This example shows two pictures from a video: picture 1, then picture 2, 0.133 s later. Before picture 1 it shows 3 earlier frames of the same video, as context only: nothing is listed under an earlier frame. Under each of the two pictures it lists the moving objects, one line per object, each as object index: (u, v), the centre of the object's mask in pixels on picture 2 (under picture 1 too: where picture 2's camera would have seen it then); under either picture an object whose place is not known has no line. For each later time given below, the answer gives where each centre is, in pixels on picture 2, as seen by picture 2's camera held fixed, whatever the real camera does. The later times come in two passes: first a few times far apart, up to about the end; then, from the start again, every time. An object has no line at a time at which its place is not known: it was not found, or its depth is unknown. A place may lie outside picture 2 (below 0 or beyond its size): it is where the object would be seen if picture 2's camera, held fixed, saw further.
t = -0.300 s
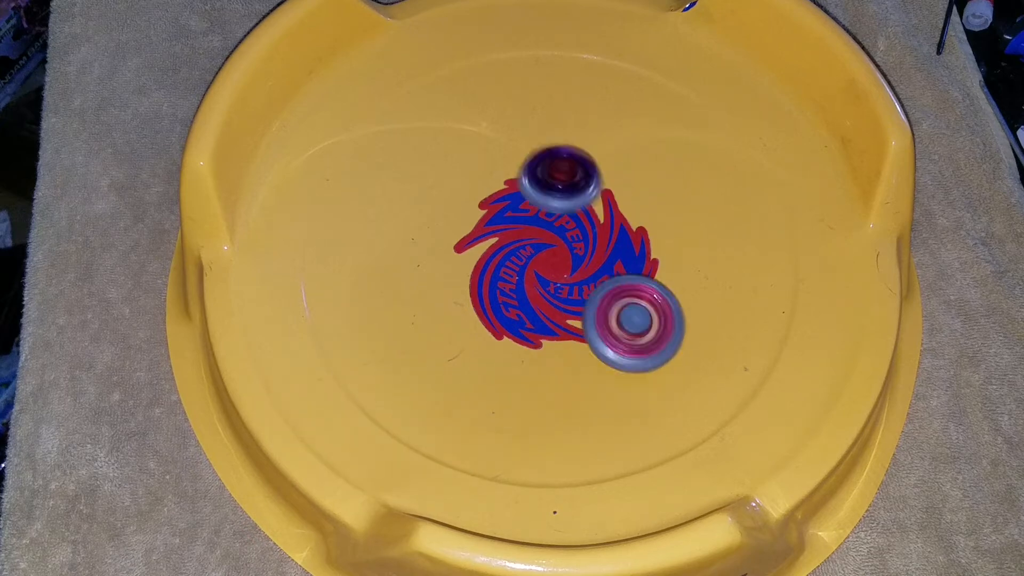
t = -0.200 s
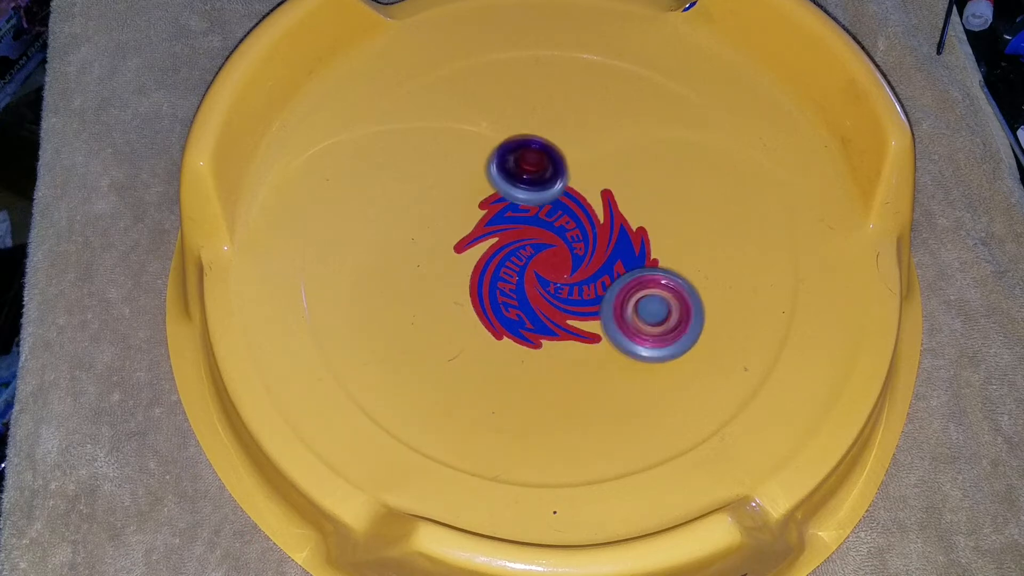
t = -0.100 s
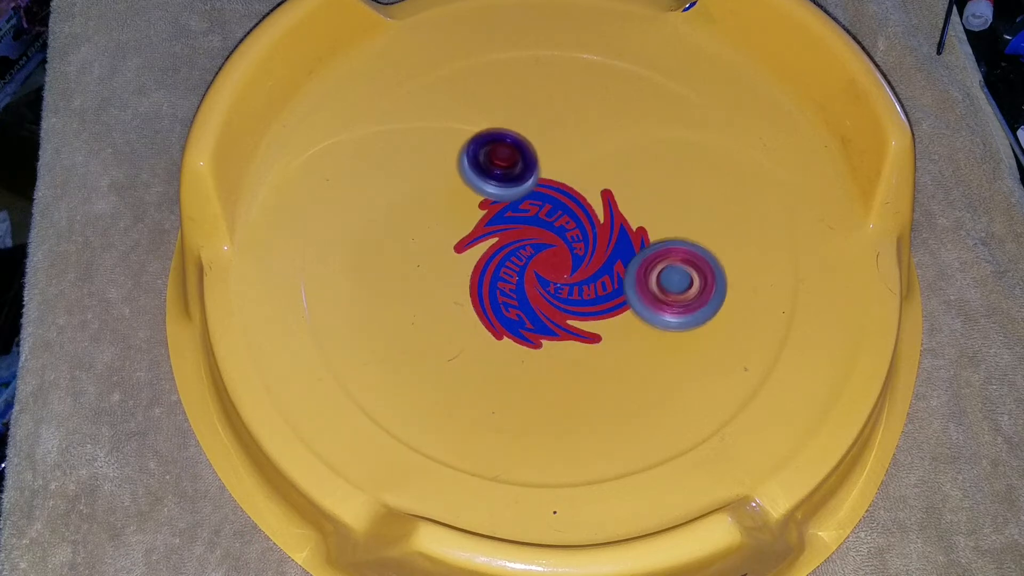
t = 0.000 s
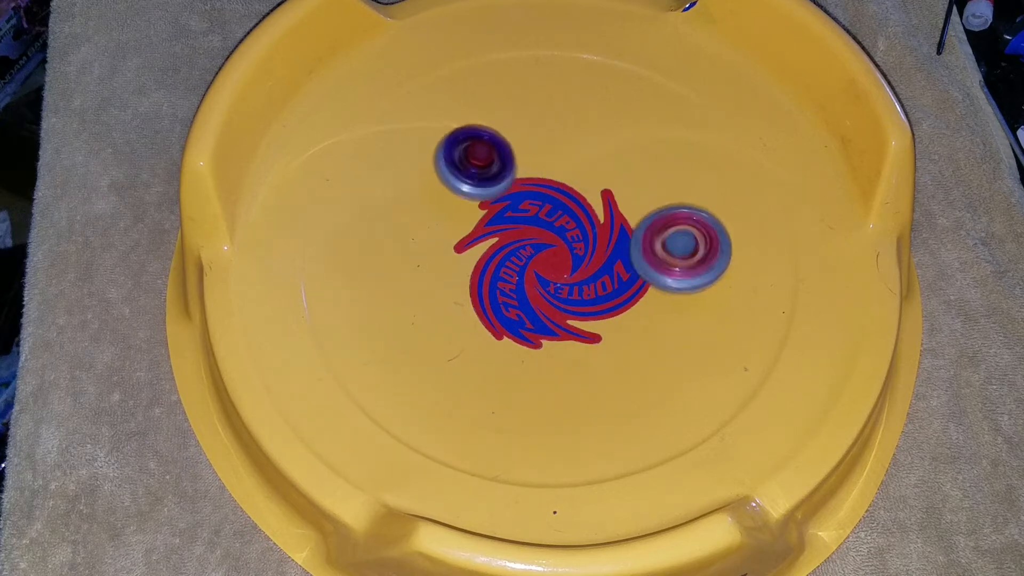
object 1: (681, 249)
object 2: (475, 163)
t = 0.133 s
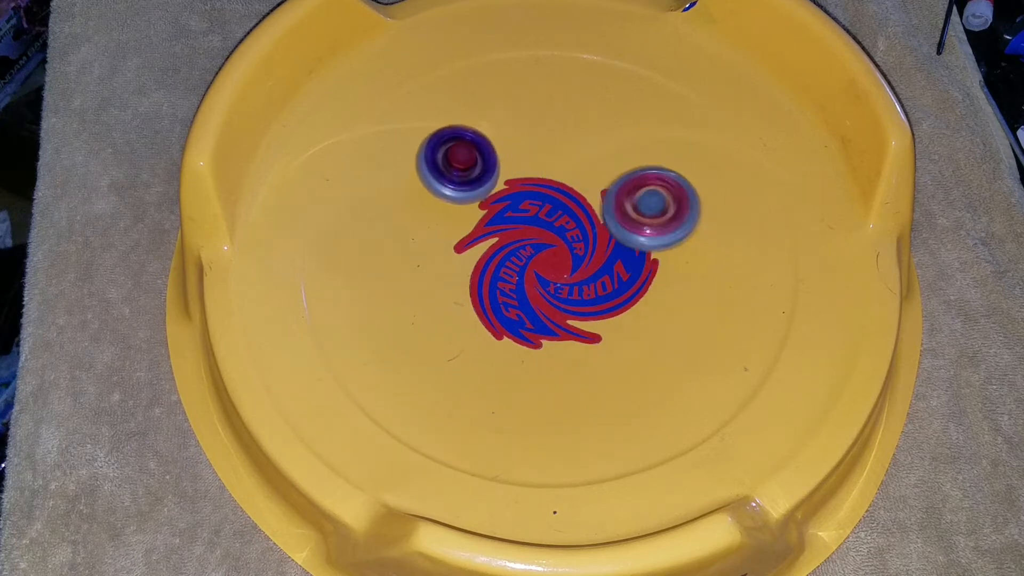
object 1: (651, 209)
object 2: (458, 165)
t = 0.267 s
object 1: (596, 195)
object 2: (453, 170)
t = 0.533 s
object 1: (511, 232)
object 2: (439, 188)
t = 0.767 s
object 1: (412, 282)
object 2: (476, 164)
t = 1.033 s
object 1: (345, 293)
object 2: (523, 103)
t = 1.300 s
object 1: (387, 243)
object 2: (561, 138)
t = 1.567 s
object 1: (460, 249)
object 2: (576, 213)
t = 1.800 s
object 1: (411, 296)
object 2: (778, 351)
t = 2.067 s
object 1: (435, 360)
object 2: (793, 375)
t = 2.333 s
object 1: (511, 367)
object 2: (641, 351)
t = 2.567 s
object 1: (480, 306)
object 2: (607, 349)
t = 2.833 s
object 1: (495, 256)
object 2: (618, 343)
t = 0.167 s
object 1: (639, 203)
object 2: (456, 166)
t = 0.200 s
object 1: (625, 199)
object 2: (455, 167)
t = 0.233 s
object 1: (610, 197)
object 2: (454, 169)
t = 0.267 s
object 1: (596, 195)
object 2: (453, 170)
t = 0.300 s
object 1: (580, 195)
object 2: (453, 172)
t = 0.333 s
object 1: (566, 197)
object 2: (454, 175)
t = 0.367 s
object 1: (551, 199)
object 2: (455, 178)
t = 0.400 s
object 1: (542, 204)
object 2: (451, 179)
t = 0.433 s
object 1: (538, 212)
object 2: (446, 180)
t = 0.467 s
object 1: (530, 218)
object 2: (446, 183)
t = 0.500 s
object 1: (520, 226)
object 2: (443, 185)
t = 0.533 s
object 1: (511, 232)
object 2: (439, 188)
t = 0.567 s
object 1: (502, 240)
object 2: (433, 189)
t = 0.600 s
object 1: (495, 246)
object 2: (429, 186)
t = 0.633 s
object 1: (487, 252)
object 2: (429, 188)
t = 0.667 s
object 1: (477, 256)
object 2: (431, 189)
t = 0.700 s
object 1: (464, 258)
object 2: (439, 187)
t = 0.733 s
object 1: (439, 269)
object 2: (456, 183)
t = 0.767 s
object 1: (412, 282)
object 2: (476, 164)
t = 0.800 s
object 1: (391, 293)
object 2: (491, 145)
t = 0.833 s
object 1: (377, 304)
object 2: (502, 131)
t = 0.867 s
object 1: (367, 309)
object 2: (507, 122)
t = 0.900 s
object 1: (360, 310)
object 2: (508, 117)
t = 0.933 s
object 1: (355, 308)
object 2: (510, 112)
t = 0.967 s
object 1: (350, 304)
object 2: (513, 108)
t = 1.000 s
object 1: (347, 299)
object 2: (518, 105)
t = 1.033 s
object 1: (345, 293)
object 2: (523, 103)
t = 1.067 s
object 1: (344, 286)
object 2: (528, 103)
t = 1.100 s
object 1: (344, 279)
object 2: (534, 104)
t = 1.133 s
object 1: (346, 271)
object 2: (540, 106)
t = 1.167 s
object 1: (350, 263)
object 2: (546, 110)
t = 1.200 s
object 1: (356, 256)
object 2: (551, 116)
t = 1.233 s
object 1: (364, 251)
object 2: (555, 122)
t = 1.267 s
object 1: (375, 247)
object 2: (558, 130)
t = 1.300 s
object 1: (387, 243)
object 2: (561, 138)
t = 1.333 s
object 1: (400, 241)
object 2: (562, 147)
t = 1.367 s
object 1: (414, 239)
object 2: (563, 156)
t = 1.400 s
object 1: (427, 239)
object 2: (562, 165)
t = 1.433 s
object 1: (441, 239)
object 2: (560, 175)
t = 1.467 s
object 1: (454, 241)
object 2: (557, 184)
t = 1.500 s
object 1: (466, 242)
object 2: (553, 194)
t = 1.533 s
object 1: (477, 244)
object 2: (550, 205)
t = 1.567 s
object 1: (460, 249)
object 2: (576, 213)
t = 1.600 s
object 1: (433, 254)
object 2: (629, 221)
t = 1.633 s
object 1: (415, 259)
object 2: (678, 240)
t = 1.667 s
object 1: (405, 264)
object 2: (719, 268)
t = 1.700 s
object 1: (404, 270)
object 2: (737, 284)
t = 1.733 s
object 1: (406, 278)
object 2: (752, 312)
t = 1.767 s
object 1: (409, 287)
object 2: (766, 330)
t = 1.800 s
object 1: (411, 296)
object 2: (778, 351)
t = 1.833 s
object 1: (414, 305)
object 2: (788, 368)
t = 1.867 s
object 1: (416, 313)
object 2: (797, 381)
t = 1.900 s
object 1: (419, 322)
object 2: (805, 389)
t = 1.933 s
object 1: (421, 329)
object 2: (811, 390)
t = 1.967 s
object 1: (424, 337)
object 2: (812, 390)
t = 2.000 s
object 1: (427, 345)
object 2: (809, 389)
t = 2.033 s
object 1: (431, 352)
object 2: (801, 385)
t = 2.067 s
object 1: (435, 360)
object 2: (793, 375)
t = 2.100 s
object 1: (441, 367)
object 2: (789, 366)
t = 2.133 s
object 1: (448, 372)
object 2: (784, 358)
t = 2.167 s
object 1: (458, 376)
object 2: (773, 353)
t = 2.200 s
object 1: (468, 378)
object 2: (755, 350)
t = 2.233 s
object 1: (479, 377)
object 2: (732, 348)
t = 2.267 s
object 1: (490, 375)
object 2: (703, 348)
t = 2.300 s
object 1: (501, 371)
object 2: (672, 349)
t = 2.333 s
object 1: (511, 367)
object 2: (641, 351)
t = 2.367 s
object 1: (521, 362)
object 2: (612, 355)
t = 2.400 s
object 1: (517, 350)
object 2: (603, 360)
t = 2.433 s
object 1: (504, 341)
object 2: (603, 361)
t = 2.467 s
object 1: (495, 330)
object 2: (602, 358)
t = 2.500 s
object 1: (487, 321)
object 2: (603, 355)
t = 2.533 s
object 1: (483, 313)
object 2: (605, 352)
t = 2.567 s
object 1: (480, 306)
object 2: (607, 349)
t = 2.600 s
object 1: (479, 299)
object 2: (611, 347)
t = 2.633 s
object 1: (478, 293)
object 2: (615, 345)
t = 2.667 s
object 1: (478, 286)
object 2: (619, 344)
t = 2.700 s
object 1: (478, 280)
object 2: (622, 343)
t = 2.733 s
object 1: (480, 273)
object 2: (624, 342)
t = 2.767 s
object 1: (485, 266)
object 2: (623, 343)
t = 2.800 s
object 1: (489, 261)
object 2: (620, 343)
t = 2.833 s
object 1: (495, 256)
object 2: (618, 343)
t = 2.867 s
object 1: (501, 252)
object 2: (614, 344)
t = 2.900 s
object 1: (508, 249)
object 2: (611, 346)
